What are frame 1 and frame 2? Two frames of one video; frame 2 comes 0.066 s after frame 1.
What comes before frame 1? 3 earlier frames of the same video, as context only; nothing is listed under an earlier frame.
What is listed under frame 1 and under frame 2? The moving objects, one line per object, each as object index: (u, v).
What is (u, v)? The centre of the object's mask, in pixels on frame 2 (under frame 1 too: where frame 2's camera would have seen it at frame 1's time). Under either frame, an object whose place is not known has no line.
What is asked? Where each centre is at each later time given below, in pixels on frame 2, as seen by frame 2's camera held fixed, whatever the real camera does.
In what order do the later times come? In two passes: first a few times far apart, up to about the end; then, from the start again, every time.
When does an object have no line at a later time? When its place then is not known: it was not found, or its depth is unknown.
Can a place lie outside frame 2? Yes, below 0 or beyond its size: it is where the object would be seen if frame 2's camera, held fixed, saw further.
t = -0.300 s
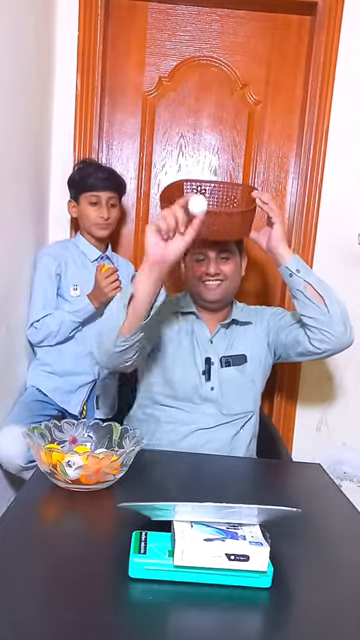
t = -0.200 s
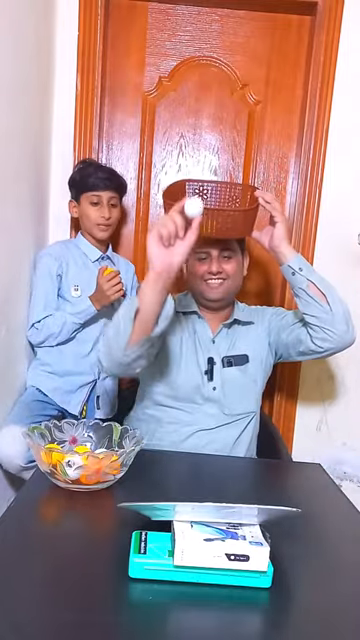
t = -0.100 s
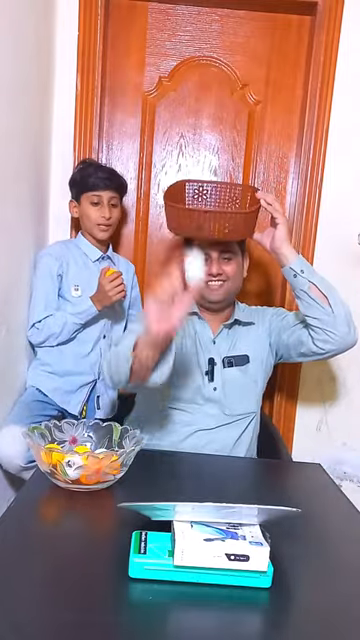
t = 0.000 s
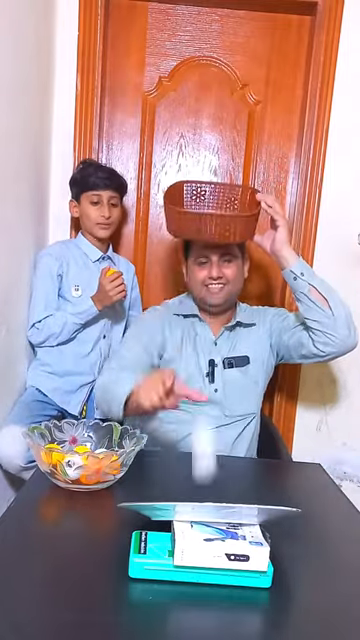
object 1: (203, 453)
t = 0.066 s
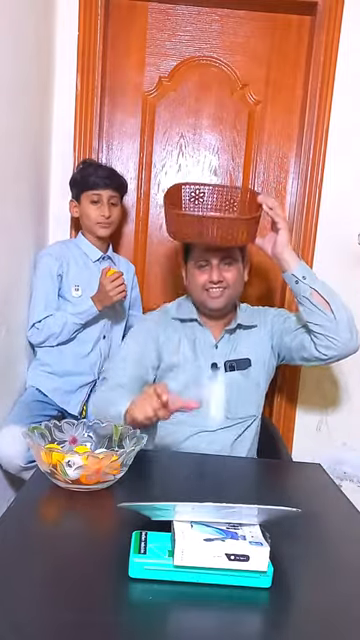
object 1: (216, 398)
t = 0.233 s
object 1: (237, 163)
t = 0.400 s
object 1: (241, 130)
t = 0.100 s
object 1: (221, 330)
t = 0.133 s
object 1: (226, 276)
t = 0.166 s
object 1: (229, 231)
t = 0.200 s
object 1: (233, 193)
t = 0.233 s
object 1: (237, 163)
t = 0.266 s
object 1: (239, 143)
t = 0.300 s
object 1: (240, 130)
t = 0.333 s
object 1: (241, 124)
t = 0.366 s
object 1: (241, 125)
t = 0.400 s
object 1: (241, 130)
